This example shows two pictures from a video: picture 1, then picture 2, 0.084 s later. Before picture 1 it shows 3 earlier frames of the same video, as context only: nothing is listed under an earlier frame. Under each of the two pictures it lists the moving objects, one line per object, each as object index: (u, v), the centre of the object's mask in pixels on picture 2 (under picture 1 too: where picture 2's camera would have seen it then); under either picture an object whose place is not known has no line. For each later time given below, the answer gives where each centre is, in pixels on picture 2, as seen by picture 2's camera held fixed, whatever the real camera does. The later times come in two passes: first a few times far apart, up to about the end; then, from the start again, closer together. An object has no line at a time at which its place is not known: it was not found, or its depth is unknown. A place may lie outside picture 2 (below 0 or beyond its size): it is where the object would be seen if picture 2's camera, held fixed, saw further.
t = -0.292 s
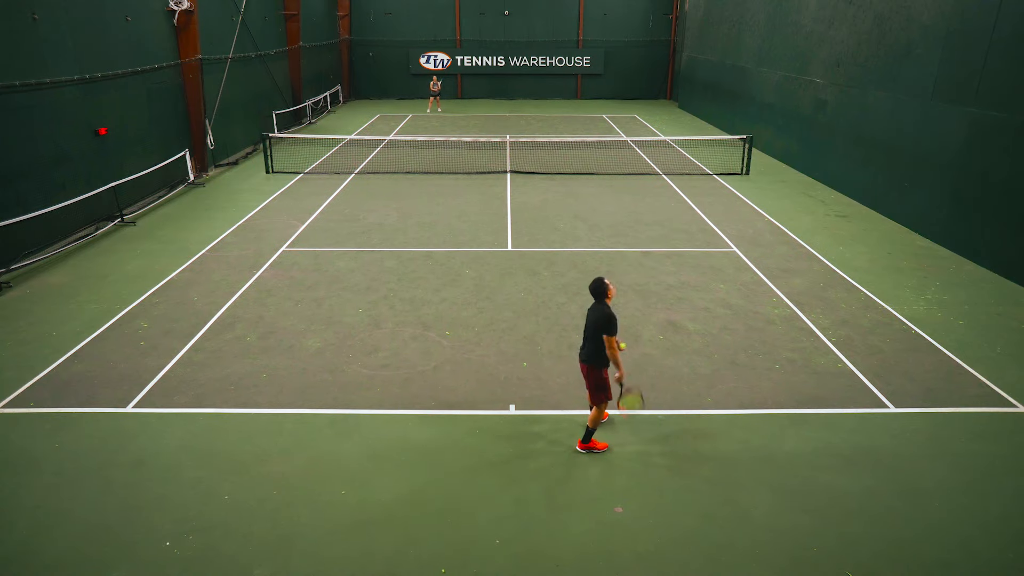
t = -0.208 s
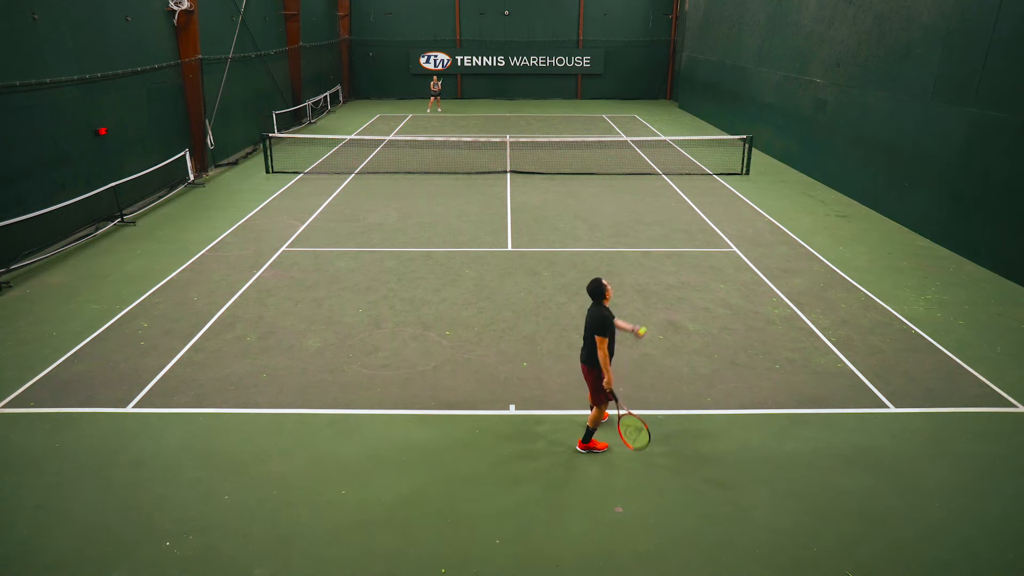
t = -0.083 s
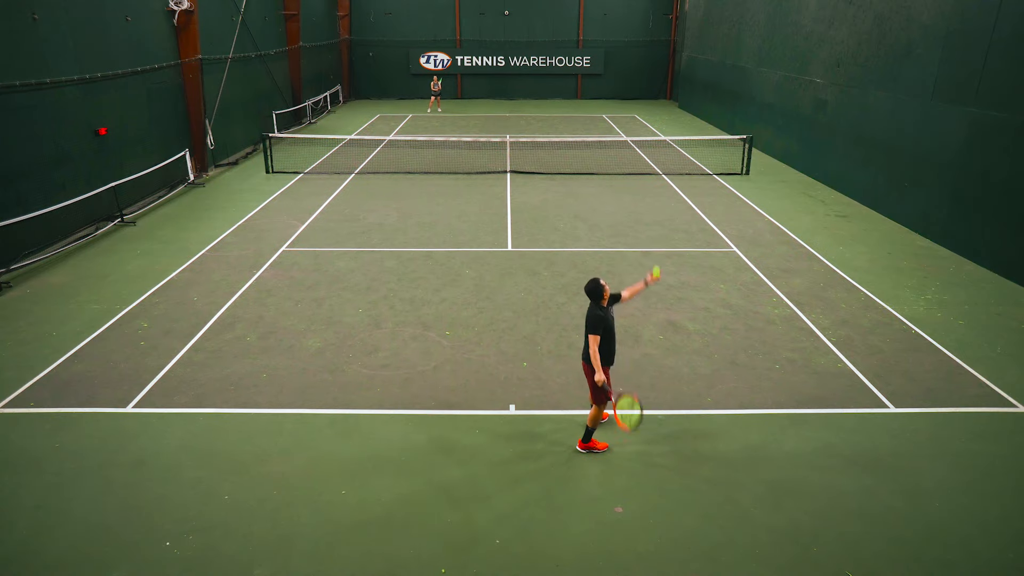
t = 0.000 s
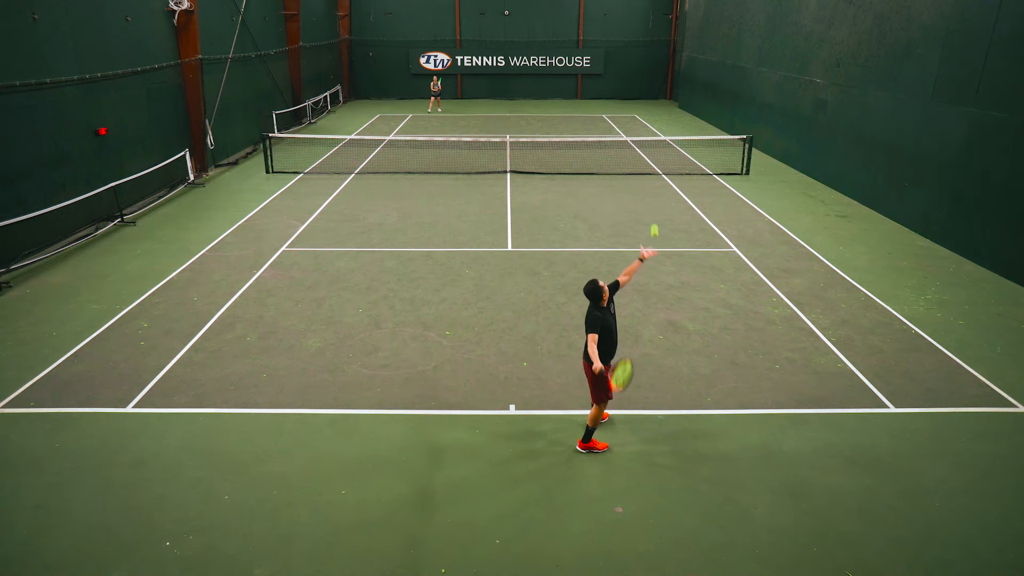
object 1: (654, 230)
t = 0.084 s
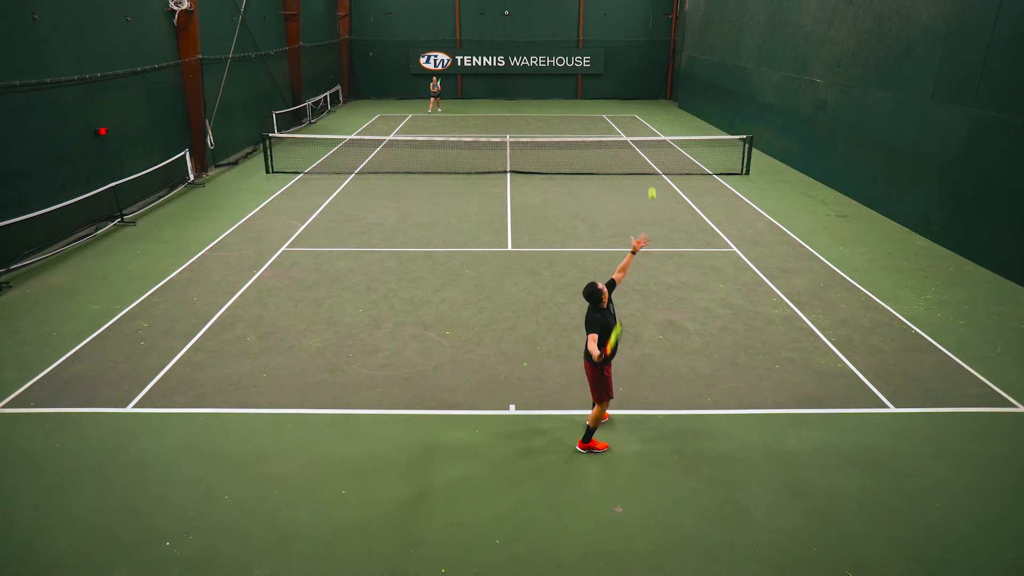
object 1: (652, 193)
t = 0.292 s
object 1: (643, 127)
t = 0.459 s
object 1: (633, 105)
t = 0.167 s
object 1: (649, 161)
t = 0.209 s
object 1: (647, 148)
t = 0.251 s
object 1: (645, 136)
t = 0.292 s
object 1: (643, 127)
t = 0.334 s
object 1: (641, 118)
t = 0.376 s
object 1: (638, 112)
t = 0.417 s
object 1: (636, 107)
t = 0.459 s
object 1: (633, 105)
